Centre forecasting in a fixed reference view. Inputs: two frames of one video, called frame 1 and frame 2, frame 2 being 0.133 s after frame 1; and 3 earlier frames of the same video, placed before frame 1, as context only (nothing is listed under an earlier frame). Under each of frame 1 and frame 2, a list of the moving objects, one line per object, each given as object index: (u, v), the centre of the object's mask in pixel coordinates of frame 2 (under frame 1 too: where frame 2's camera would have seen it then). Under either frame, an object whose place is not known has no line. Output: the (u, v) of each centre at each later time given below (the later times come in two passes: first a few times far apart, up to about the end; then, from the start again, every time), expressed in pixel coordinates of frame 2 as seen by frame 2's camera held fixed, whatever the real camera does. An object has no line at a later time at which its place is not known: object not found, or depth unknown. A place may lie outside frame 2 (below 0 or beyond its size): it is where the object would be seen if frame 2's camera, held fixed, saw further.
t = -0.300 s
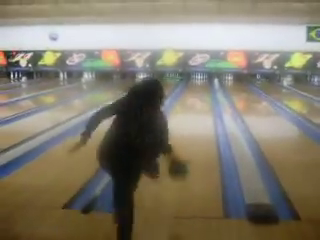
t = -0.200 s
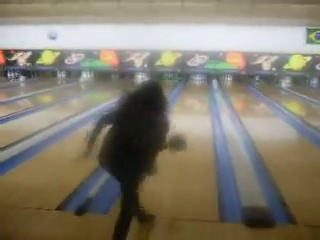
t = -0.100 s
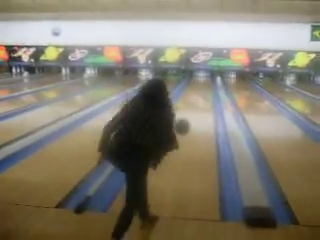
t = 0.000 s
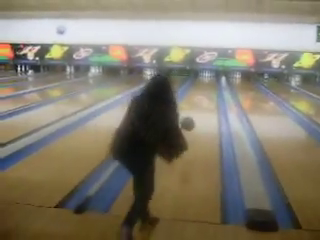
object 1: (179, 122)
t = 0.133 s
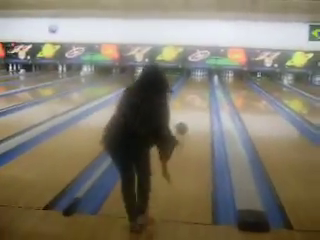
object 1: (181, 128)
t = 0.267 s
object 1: (183, 120)
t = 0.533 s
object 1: (187, 106)
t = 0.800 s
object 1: (189, 100)
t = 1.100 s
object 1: (190, 93)
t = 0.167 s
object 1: (181, 127)
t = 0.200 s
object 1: (182, 123)
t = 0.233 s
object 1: (182, 122)
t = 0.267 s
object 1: (183, 120)
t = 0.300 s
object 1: (183, 118)
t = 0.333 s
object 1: (184, 116)
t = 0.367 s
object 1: (184, 114)
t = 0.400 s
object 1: (185, 112)
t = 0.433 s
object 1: (185, 110)
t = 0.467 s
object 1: (186, 110)
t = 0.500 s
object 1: (186, 108)
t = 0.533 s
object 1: (187, 106)
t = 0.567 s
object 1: (187, 106)
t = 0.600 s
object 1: (188, 104)
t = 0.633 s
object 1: (188, 103)
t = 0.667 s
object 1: (188, 103)
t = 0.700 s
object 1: (189, 101)
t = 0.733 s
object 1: (189, 101)
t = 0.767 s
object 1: (189, 100)
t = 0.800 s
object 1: (189, 100)
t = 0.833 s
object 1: (189, 100)
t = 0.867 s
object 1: (189, 95)
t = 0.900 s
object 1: (189, 95)
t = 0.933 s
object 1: (190, 94)
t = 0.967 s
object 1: (189, 94)
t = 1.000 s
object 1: (189, 94)
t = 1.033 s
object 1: (190, 93)
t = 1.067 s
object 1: (190, 92)
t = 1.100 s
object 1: (190, 93)
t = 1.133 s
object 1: (190, 92)
